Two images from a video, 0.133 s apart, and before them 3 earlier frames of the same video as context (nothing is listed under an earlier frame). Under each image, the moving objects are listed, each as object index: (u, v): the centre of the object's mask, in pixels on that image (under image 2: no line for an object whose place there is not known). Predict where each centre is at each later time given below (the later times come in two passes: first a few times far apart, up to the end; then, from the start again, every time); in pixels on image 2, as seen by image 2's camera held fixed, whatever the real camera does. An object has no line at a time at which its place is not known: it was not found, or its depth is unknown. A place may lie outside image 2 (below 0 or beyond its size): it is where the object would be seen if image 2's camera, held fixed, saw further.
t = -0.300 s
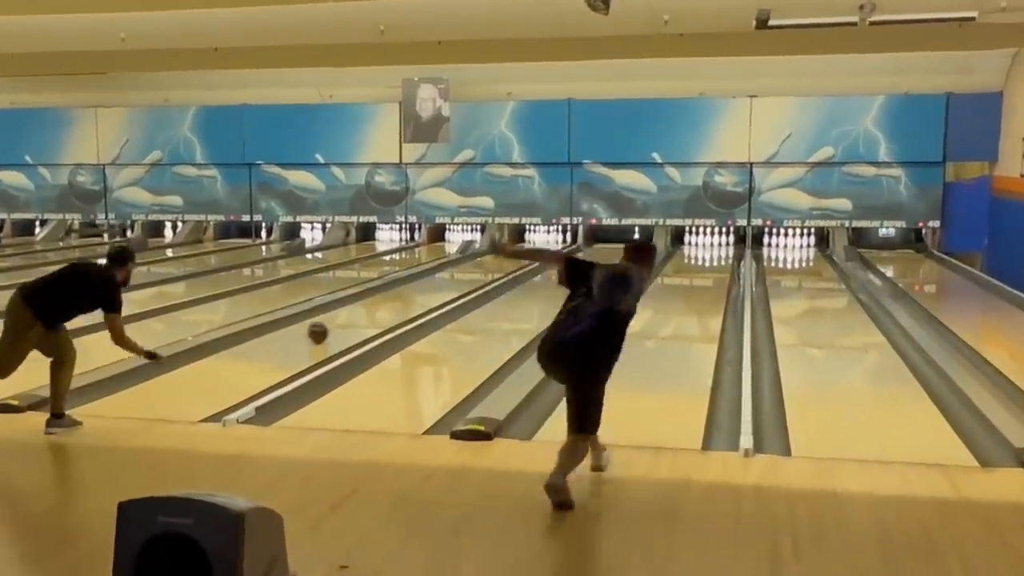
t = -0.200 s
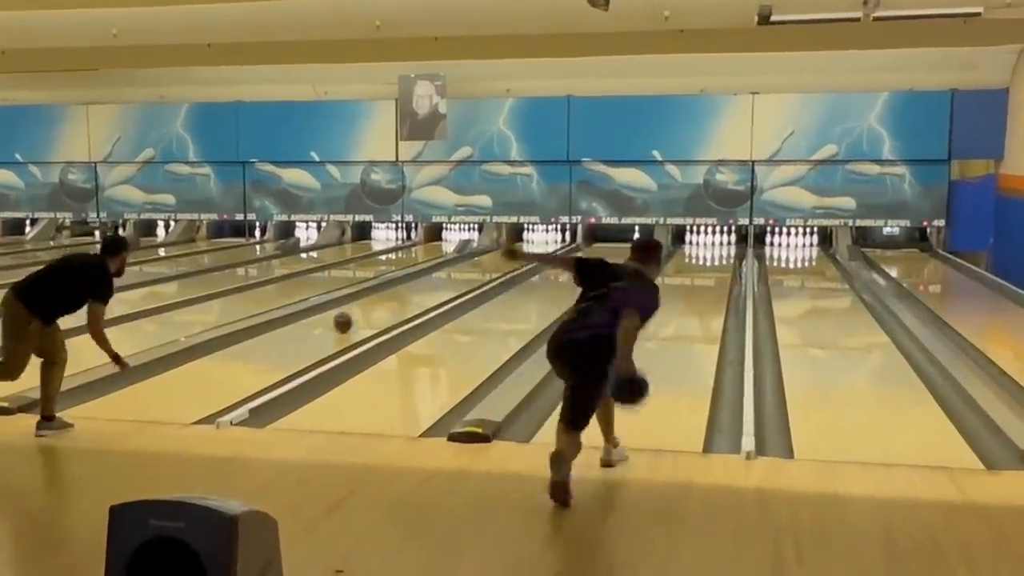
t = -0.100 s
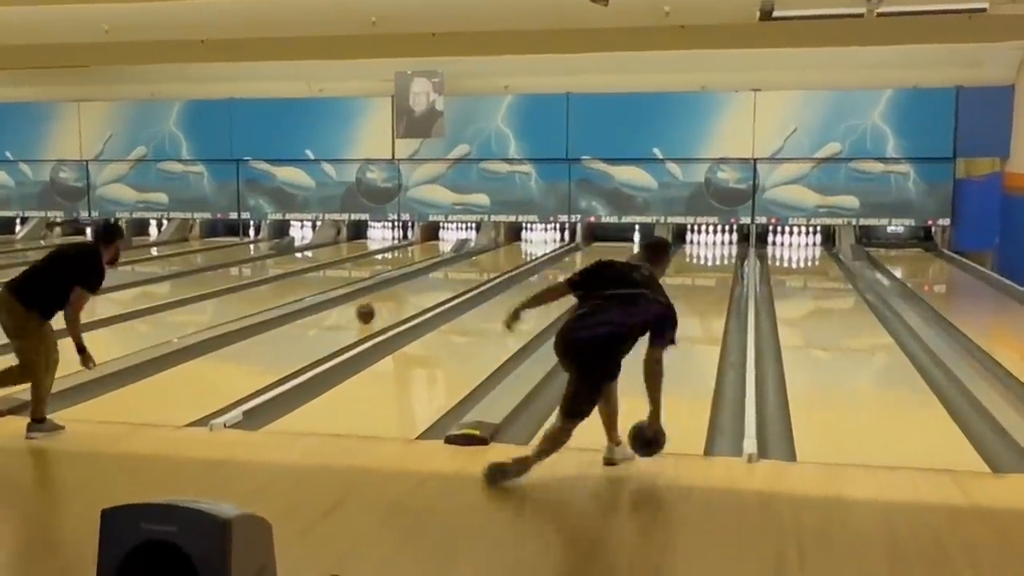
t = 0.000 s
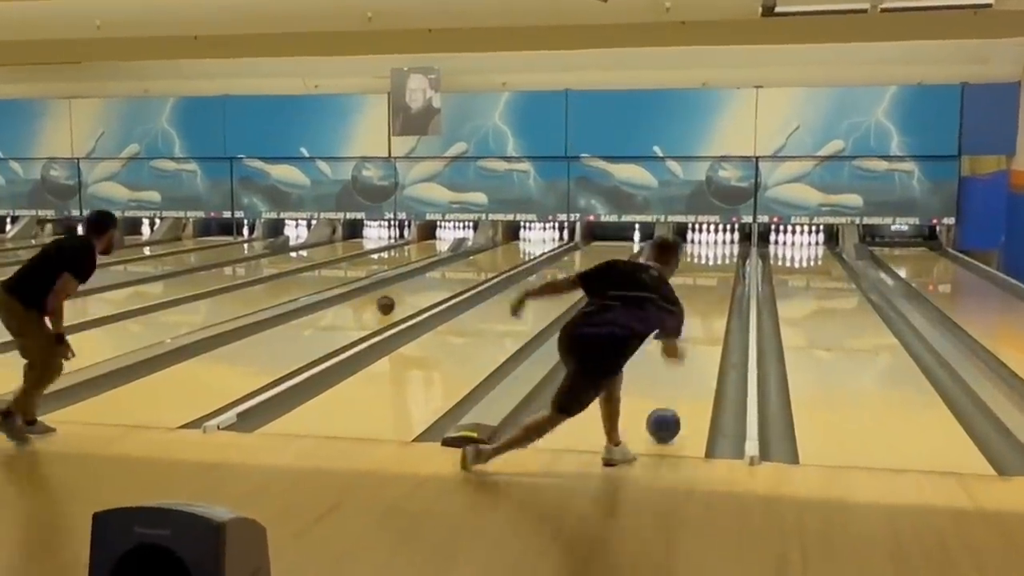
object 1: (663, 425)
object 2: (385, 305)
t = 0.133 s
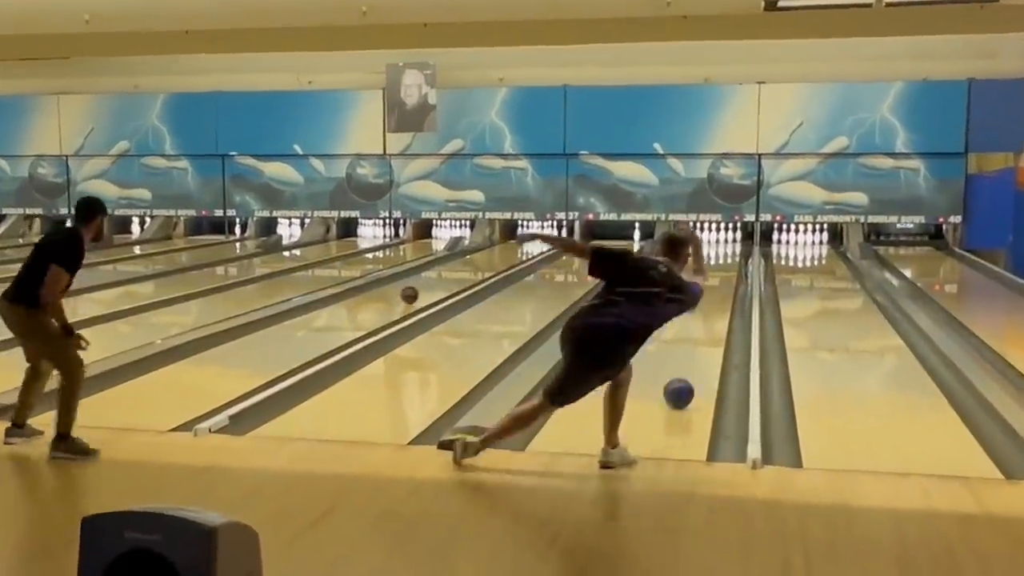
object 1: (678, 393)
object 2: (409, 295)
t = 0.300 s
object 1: (692, 360)
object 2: (438, 284)
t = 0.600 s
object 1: (705, 323)
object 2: (477, 268)
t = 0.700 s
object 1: (712, 308)
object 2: (487, 264)
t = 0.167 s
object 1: (682, 386)
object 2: (416, 293)
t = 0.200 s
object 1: (684, 379)
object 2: (421, 290)
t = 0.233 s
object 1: (687, 372)
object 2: (427, 288)
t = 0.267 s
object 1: (690, 366)
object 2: (432, 287)
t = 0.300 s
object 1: (692, 360)
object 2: (438, 284)
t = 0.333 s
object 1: (695, 355)
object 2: (442, 282)
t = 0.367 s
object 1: (697, 349)
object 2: (448, 281)
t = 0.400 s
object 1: (699, 344)
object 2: (452, 279)
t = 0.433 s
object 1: (701, 339)
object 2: (457, 277)
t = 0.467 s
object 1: (703, 335)
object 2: (461, 275)
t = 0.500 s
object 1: (705, 331)
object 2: (466, 273)
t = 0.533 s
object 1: (707, 327)
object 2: (470, 272)
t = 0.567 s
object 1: (707, 325)
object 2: (474, 270)
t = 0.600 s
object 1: (705, 323)
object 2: (477, 268)
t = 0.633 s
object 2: (481, 266)
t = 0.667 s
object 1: (714, 310)
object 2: (484, 266)
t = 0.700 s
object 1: (712, 308)
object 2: (487, 264)
